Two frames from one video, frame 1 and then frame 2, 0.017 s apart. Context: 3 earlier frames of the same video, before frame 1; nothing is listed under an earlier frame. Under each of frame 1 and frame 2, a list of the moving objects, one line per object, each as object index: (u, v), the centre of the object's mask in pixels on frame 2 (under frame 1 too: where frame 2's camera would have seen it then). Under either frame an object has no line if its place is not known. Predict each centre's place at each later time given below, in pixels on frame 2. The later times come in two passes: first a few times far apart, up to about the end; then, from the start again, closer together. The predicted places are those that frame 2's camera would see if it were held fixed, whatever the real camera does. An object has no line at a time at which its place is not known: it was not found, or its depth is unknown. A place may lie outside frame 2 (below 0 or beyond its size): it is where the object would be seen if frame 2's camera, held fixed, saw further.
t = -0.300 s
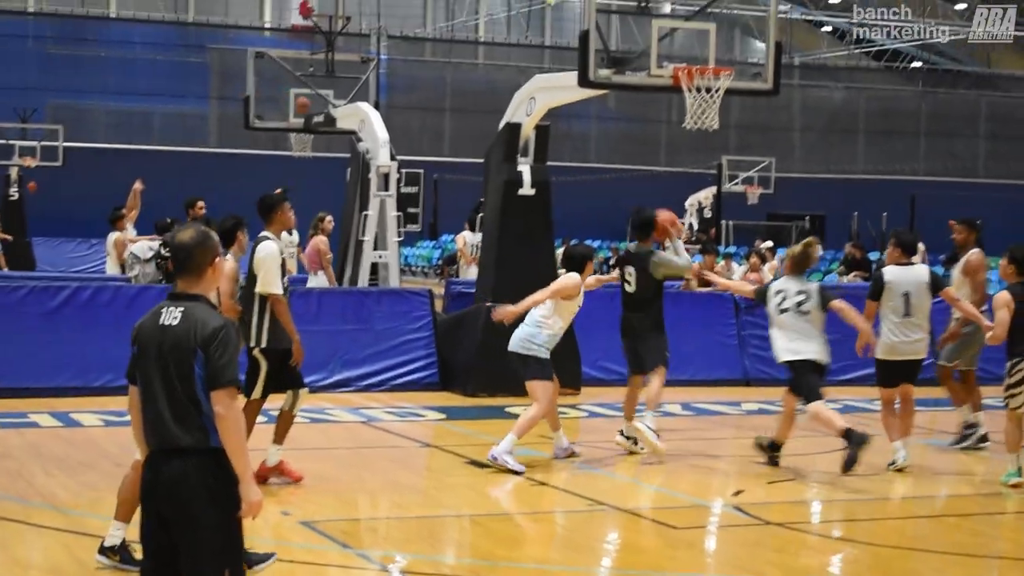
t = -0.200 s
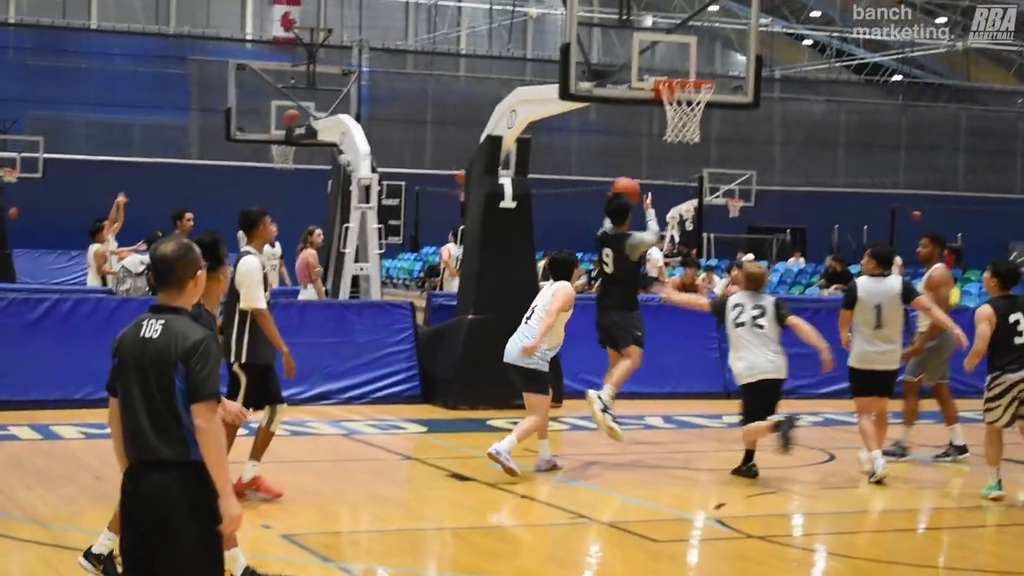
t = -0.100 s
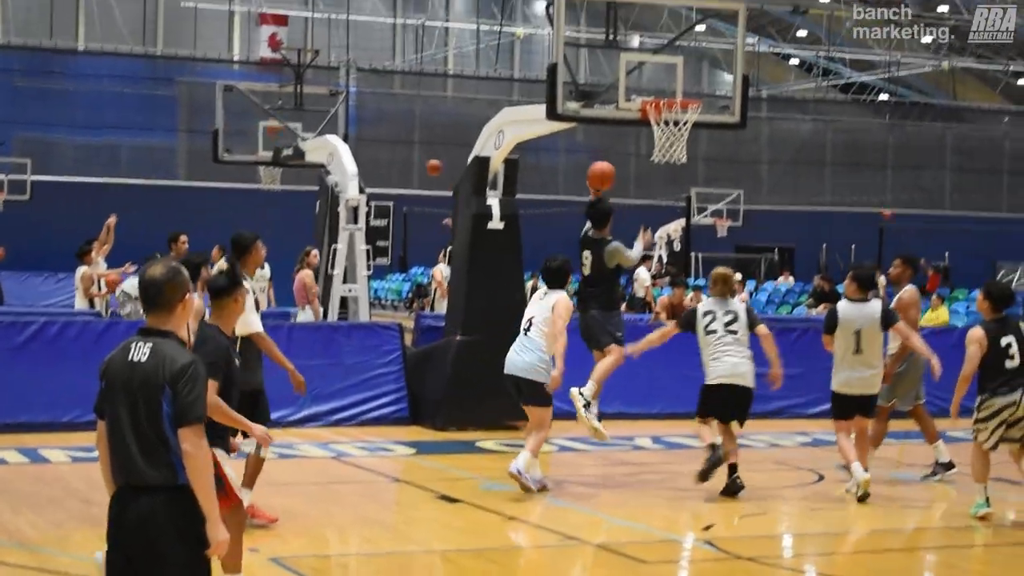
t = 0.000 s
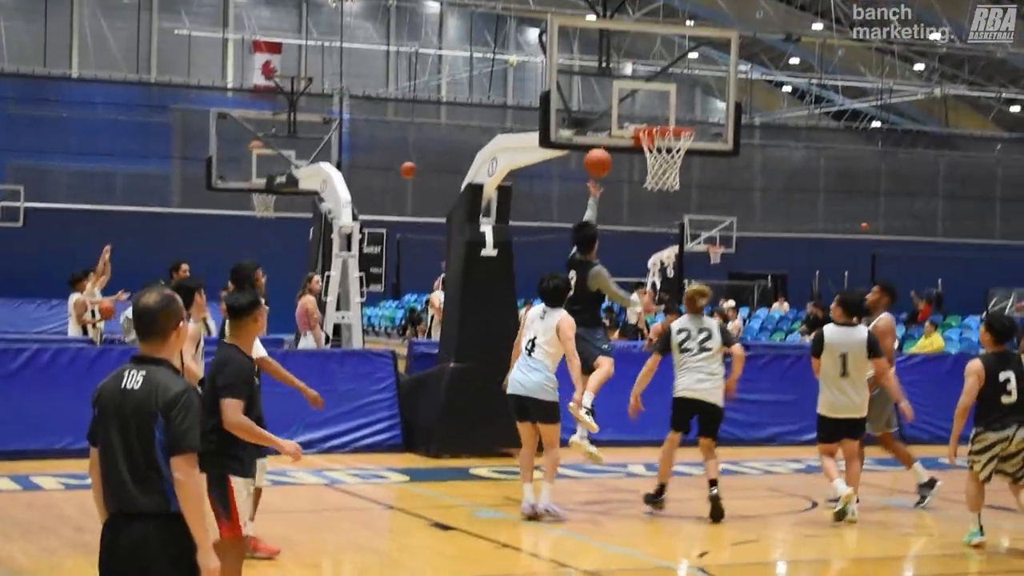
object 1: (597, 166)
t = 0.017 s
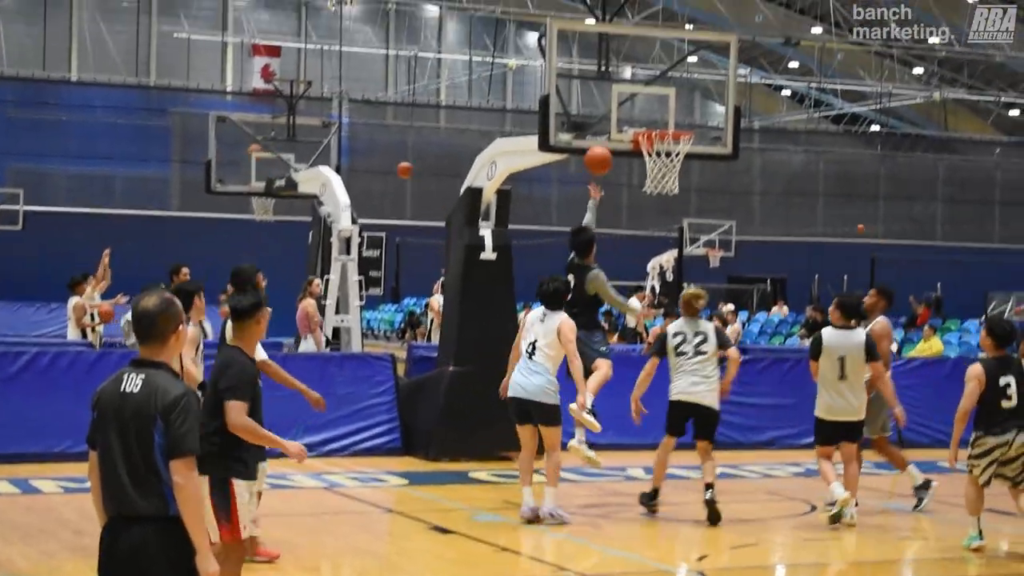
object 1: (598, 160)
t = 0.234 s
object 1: (610, 110)
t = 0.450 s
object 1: (638, 104)
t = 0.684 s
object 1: (663, 143)
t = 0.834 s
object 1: (670, 197)
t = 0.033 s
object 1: (599, 154)
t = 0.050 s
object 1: (600, 148)
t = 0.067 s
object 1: (601, 143)
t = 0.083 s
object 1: (601, 138)
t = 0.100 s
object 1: (602, 133)
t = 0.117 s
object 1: (603, 129)
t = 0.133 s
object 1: (604, 125)
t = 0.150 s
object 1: (604, 122)
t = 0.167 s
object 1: (605, 119)
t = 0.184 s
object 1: (606, 116)
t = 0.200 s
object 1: (608, 114)
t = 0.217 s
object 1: (608, 112)
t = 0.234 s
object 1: (610, 110)
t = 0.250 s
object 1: (612, 108)
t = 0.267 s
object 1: (615, 105)
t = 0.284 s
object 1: (617, 104)
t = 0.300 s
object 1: (619, 103)
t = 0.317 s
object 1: (621, 101)
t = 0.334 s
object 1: (623, 101)
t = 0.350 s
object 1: (625, 101)
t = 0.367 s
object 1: (628, 101)
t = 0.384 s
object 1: (630, 100)
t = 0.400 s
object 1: (631, 100)
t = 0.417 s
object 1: (634, 102)
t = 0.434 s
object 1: (636, 103)
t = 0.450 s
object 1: (638, 104)
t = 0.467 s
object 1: (640, 105)
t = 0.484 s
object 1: (642, 107)
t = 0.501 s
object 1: (644, 110)
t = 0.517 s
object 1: (646, 113)
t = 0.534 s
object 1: (649, 116)
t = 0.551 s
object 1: (650, 118)
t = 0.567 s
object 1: (652, 120)
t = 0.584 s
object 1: (653, 122)
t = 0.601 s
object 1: (656, 124)
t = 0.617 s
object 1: (657, 125)
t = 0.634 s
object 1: (658, 127)
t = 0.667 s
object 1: (663, 145)
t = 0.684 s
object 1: (663, 143)
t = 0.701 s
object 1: (663, 148)
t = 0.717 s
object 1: (665, 157)
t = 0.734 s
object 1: (667, 165)
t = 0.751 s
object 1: (668, 170)
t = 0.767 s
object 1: (669, 174)
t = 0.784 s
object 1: (670, 180)
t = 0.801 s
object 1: (670, 186)
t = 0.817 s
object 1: (670, 192)
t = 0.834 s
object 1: (670, 197)
